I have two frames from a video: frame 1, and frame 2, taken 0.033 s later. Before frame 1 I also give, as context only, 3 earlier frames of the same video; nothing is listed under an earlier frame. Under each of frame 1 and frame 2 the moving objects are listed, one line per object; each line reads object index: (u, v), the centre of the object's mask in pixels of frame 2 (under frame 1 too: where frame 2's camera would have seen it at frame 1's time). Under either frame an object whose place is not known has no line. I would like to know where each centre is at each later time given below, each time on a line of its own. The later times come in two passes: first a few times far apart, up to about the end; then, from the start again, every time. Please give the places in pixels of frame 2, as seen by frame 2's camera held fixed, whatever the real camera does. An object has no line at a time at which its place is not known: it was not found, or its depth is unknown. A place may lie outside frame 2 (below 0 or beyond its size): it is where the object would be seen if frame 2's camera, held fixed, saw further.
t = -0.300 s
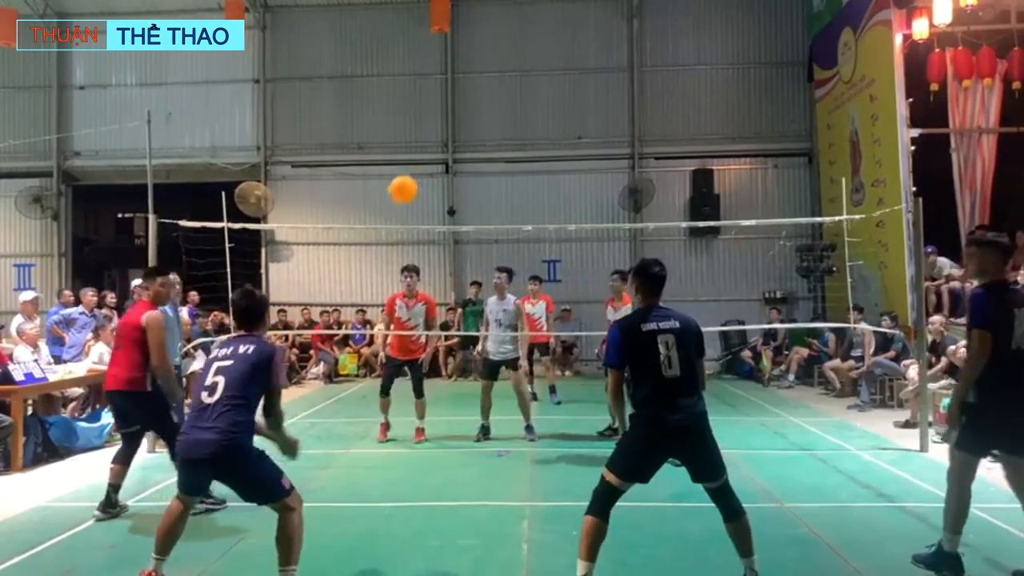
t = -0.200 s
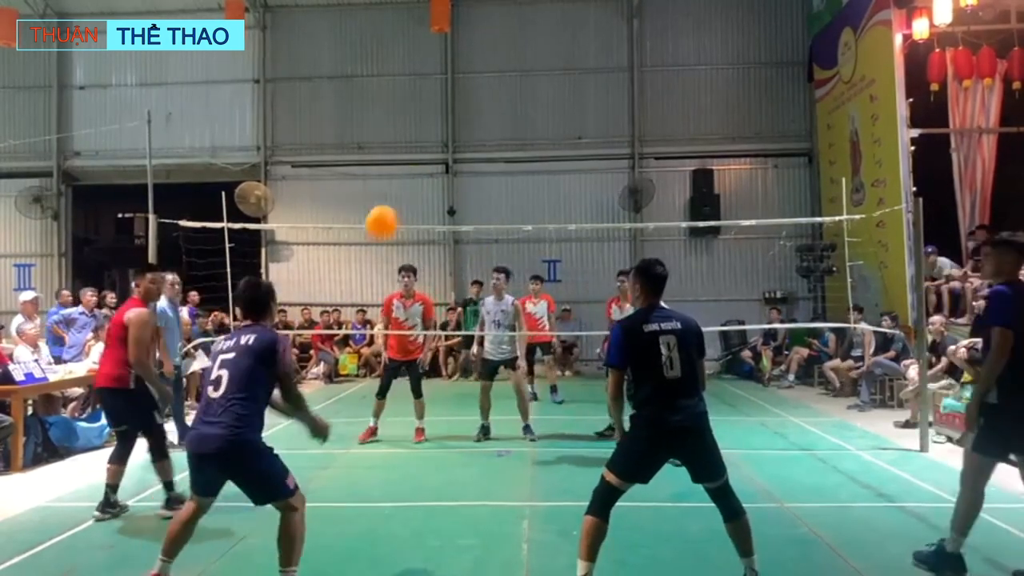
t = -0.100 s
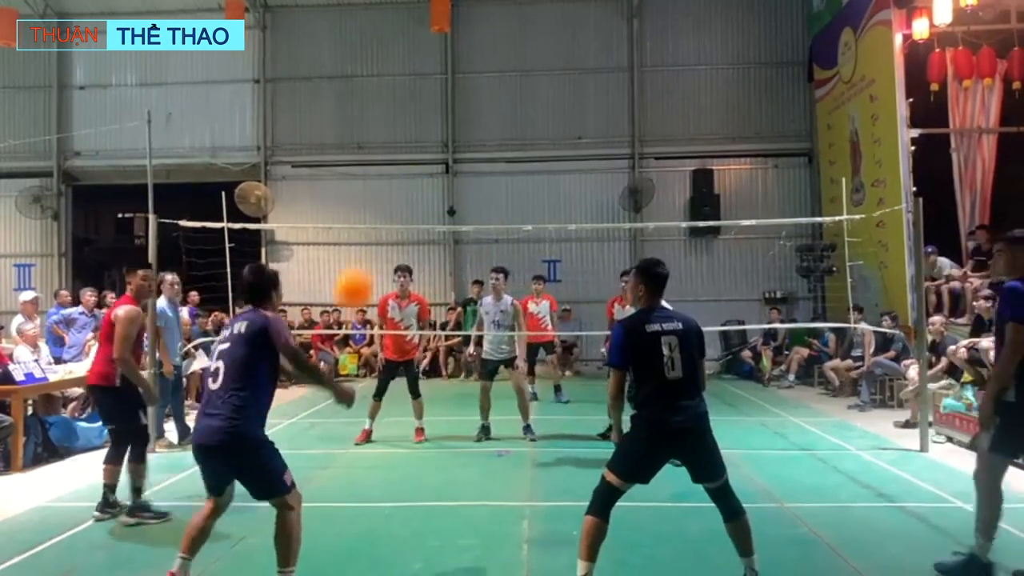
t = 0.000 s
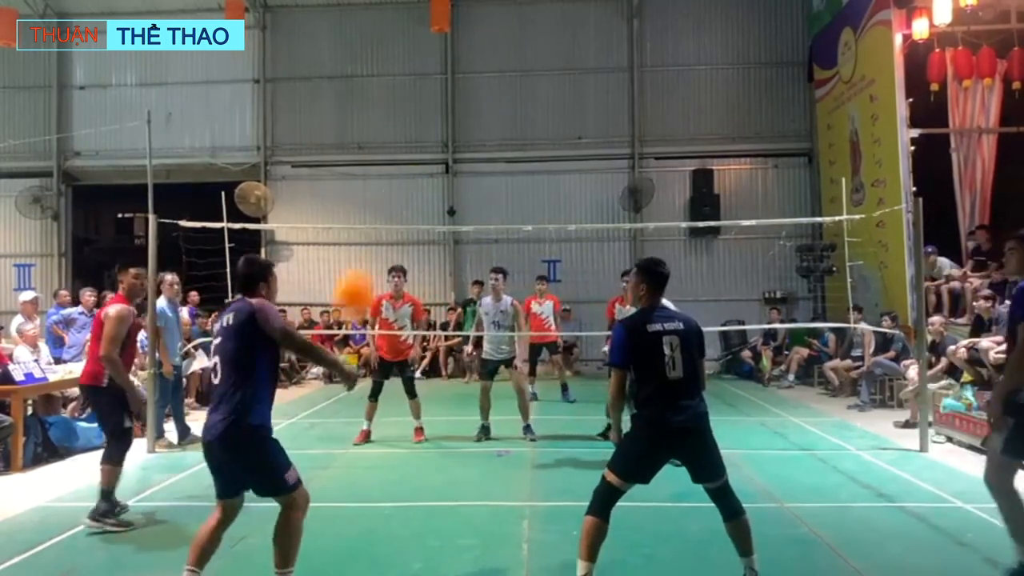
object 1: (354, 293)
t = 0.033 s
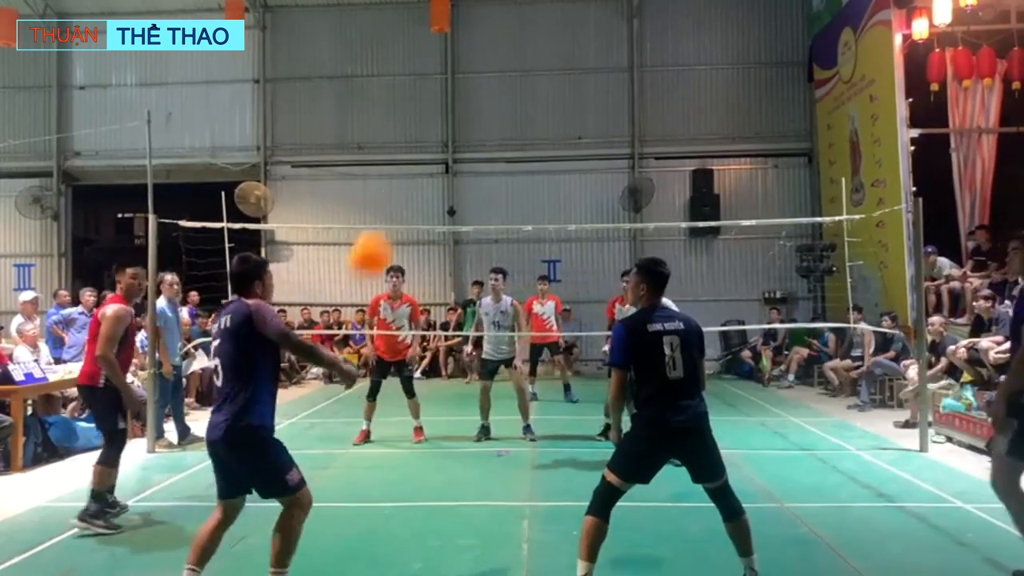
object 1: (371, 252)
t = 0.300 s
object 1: (474, 62)
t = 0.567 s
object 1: (554, 11)
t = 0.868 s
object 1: (626, 62)
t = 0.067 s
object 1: (386, 220)
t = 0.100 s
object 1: (400, 191)
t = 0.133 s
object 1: (413, 164)
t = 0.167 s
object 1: (427, 138)
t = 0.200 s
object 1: (438, 117)
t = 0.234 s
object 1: (451, 96)
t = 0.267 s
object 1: (463, 78)
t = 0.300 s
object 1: (474, 62)
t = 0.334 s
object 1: (485, 49)
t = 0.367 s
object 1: (496, 37)
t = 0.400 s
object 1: (506, 27)
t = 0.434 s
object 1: (516, 19)
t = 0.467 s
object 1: (526, 15)
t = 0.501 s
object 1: (535, 13)
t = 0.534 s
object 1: (544, 11)
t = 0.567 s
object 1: (554, 11)
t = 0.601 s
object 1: (563, 11)
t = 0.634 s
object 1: (571, 12)
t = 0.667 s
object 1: (580, 14)
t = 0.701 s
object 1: (588, 17)
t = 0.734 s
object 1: (596, 23)
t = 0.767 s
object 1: (604, 31)
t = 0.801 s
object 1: (612, 41)
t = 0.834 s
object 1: (618, 50)
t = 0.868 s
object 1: (626, 62)
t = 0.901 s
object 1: (633, 75)
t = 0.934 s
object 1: (640, 87)
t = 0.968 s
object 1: (647, 102)
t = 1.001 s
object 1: (654, 117)
